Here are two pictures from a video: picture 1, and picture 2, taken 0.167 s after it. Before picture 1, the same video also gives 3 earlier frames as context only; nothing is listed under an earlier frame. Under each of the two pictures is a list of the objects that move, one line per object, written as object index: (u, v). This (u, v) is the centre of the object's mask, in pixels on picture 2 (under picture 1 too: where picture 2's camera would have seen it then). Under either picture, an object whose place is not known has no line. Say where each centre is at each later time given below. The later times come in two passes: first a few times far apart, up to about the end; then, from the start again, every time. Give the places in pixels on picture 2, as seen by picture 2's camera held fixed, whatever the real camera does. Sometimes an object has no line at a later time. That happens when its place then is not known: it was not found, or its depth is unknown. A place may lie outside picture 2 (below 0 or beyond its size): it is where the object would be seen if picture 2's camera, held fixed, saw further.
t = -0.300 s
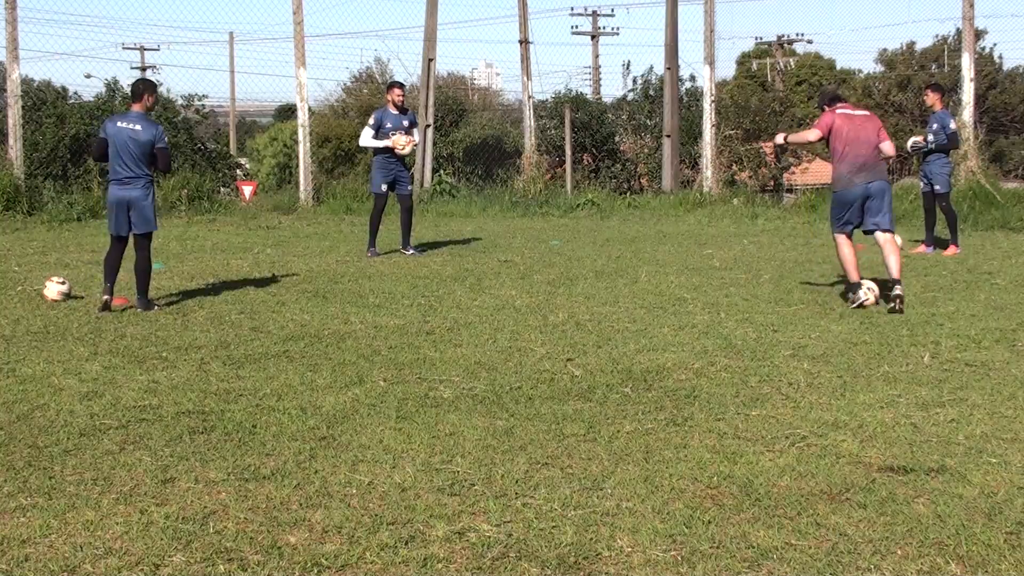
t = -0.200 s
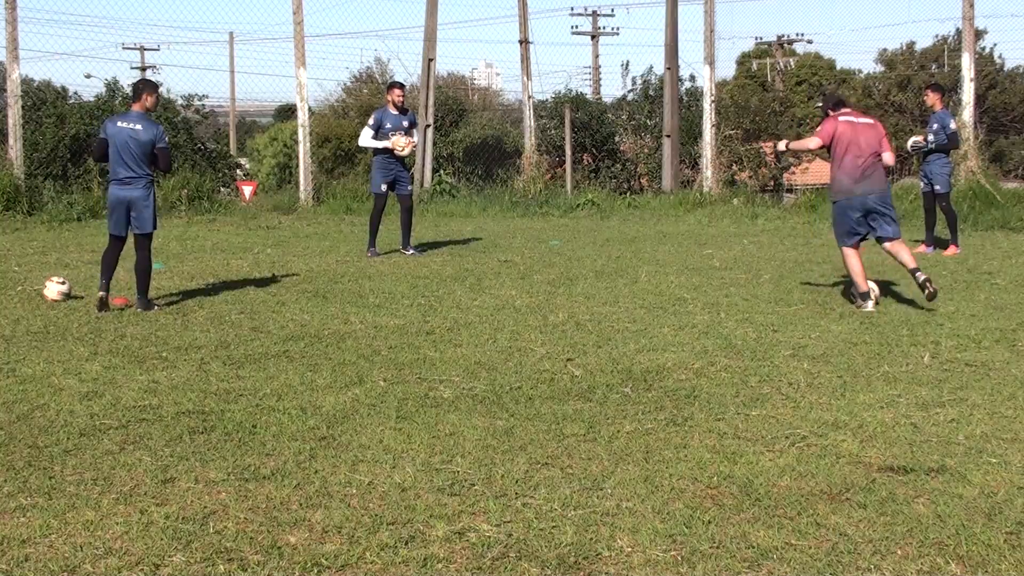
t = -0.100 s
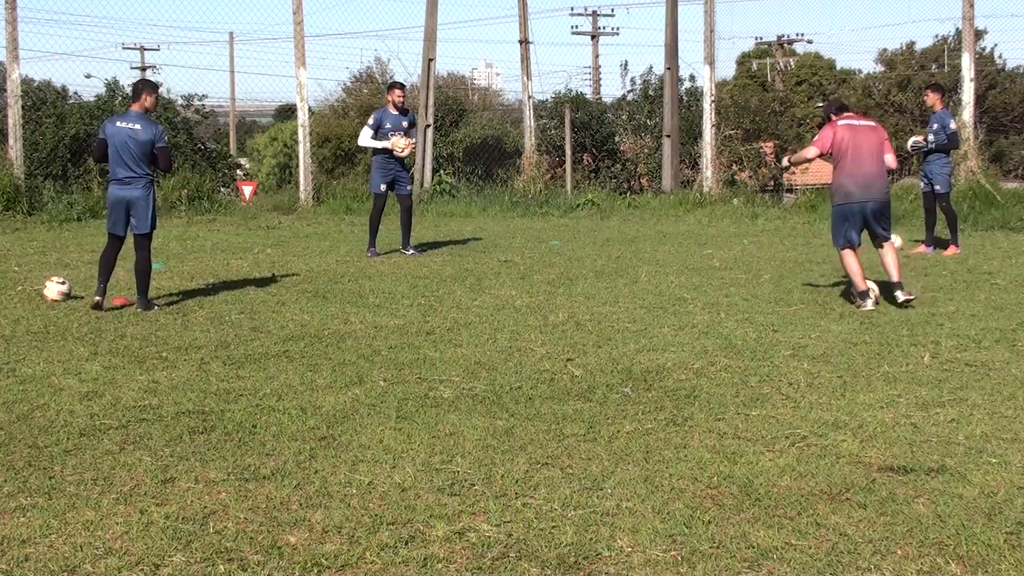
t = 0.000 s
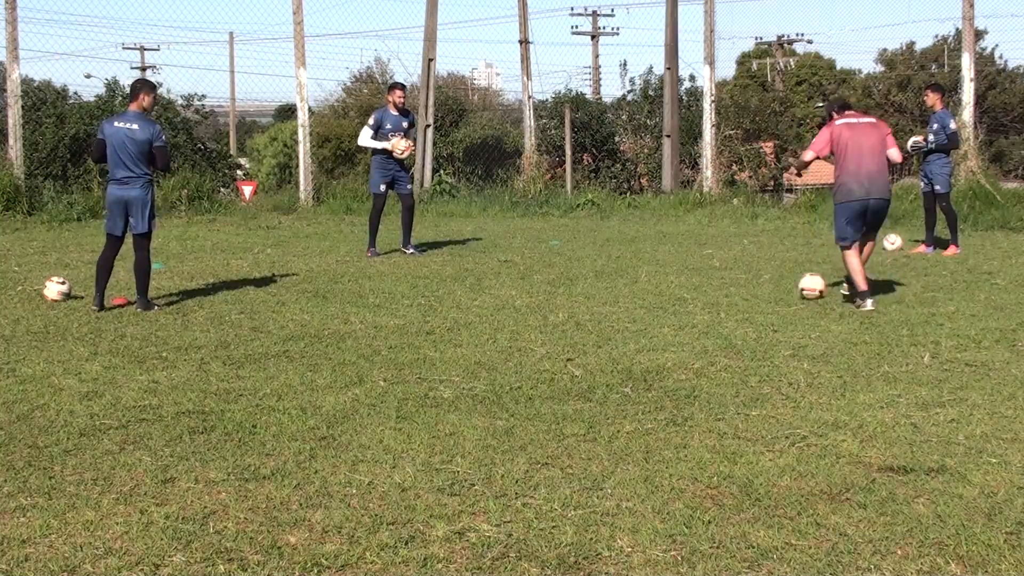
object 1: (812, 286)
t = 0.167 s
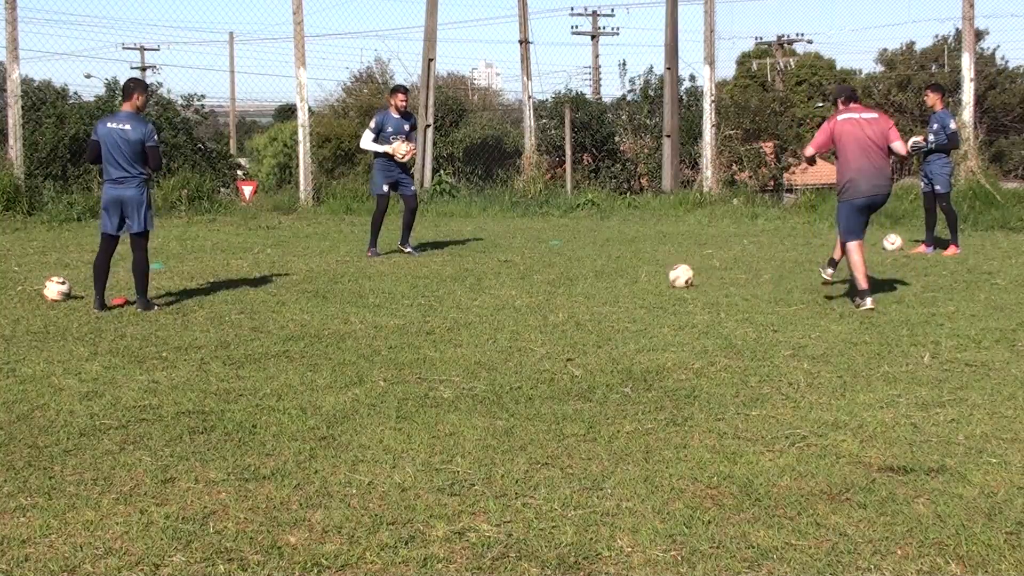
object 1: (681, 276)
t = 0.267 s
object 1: (619, 270)
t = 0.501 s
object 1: (507, 259)
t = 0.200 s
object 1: (660, 273)
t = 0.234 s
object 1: (639, 272)
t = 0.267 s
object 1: (619, 270)
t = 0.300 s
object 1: (600, 269)
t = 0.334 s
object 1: (582, 267)
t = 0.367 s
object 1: (566, 264)
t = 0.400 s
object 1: (551, 261)
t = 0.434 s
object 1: (535, 259)
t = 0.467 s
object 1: (521, 259)
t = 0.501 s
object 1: (507, 259)
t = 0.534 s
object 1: (493, 260)
